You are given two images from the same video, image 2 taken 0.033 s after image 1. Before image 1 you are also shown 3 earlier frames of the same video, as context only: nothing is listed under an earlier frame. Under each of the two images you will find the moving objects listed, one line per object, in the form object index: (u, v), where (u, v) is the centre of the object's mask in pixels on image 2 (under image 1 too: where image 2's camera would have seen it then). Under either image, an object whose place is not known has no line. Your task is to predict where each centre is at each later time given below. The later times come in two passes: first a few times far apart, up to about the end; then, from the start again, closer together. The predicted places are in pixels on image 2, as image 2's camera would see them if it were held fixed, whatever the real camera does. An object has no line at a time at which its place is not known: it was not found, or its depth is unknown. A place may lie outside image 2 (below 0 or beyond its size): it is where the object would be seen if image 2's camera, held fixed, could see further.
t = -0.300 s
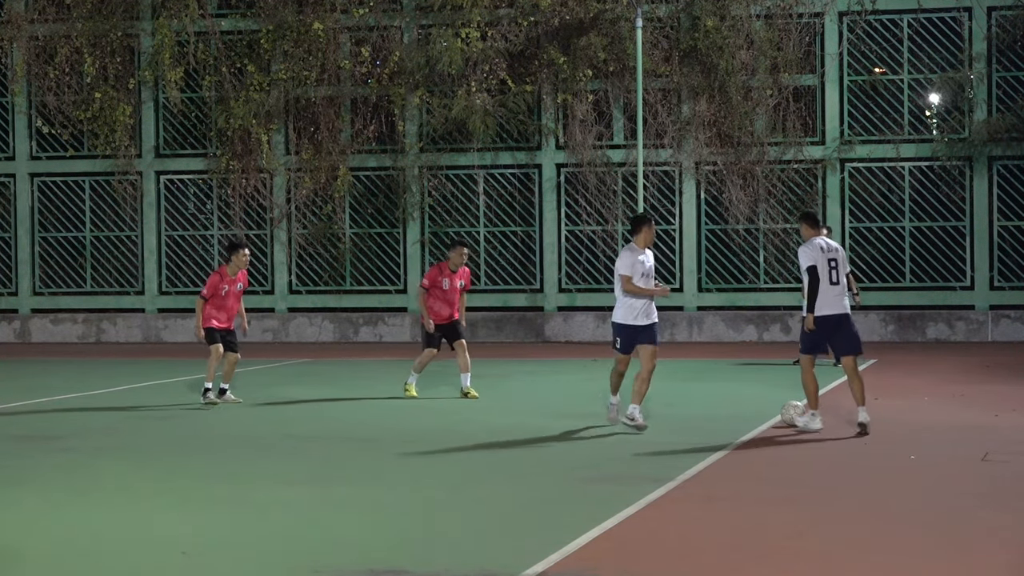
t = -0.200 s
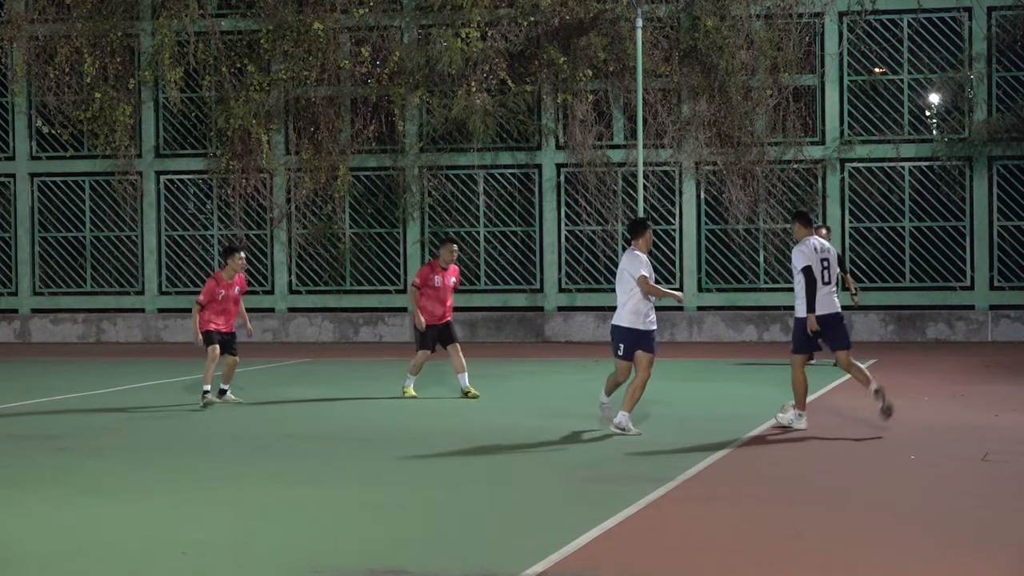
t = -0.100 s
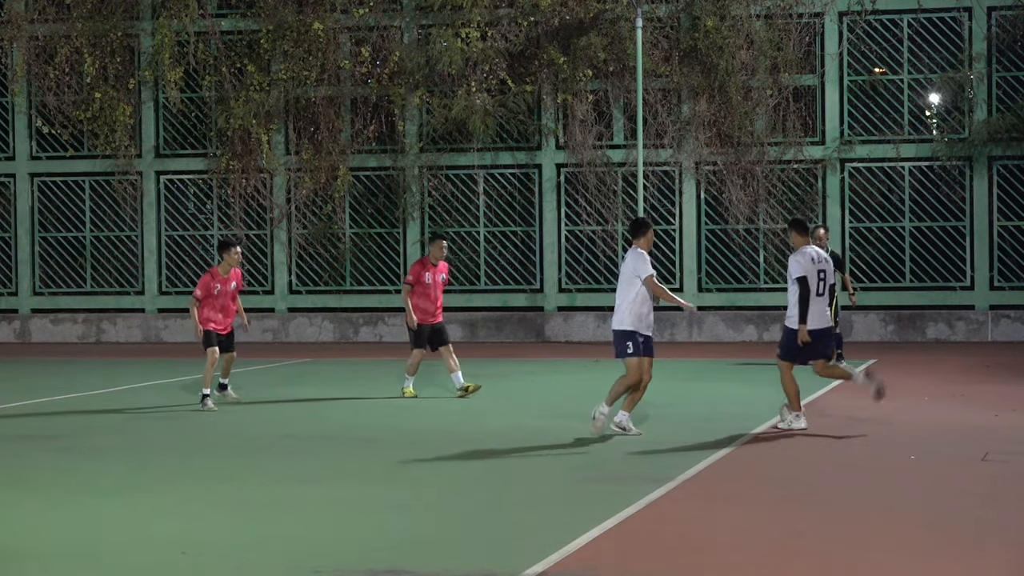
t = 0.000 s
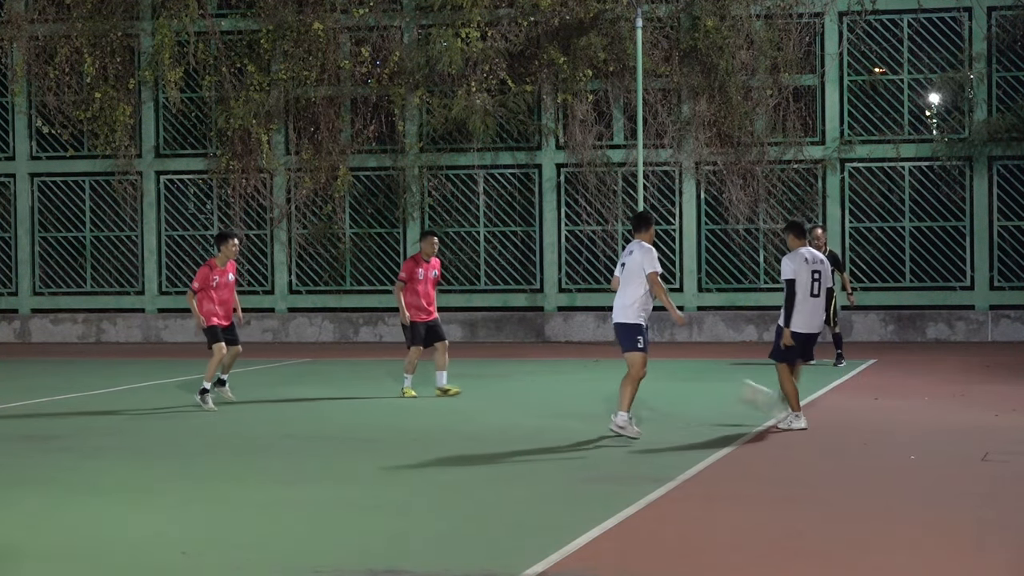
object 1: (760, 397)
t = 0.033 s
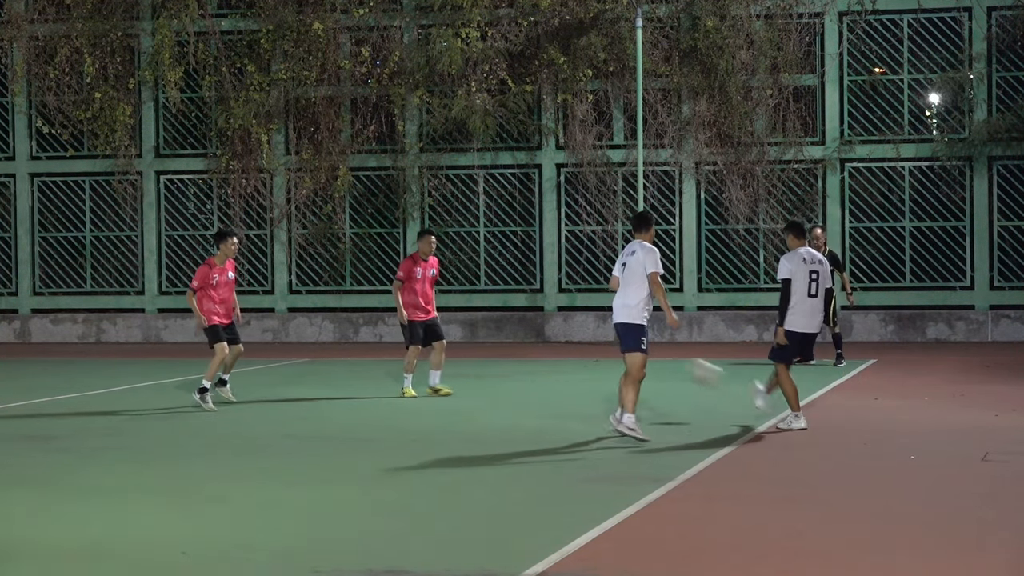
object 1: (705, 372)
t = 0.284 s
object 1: (370, 260)
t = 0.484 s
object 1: (144, 223)
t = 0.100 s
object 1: (603, 333)
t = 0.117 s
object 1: (587, 325)
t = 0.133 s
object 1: (563, 317)
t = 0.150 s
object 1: (540, 309)
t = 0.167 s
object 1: (520, 302)
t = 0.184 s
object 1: (499, 295)
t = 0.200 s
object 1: (475, 286)
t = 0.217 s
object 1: (455, 282)
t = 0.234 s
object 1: (436, 277)
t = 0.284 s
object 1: (370, 260)
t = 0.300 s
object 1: (351, 255)
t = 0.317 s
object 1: (332, 251)
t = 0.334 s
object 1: (312, 246)
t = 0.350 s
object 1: (293, 242)
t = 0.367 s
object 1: (274, 239)
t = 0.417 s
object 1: (225, 229)
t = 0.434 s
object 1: (193, 227)
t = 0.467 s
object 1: (163, 224)
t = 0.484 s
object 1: (144, 223)
